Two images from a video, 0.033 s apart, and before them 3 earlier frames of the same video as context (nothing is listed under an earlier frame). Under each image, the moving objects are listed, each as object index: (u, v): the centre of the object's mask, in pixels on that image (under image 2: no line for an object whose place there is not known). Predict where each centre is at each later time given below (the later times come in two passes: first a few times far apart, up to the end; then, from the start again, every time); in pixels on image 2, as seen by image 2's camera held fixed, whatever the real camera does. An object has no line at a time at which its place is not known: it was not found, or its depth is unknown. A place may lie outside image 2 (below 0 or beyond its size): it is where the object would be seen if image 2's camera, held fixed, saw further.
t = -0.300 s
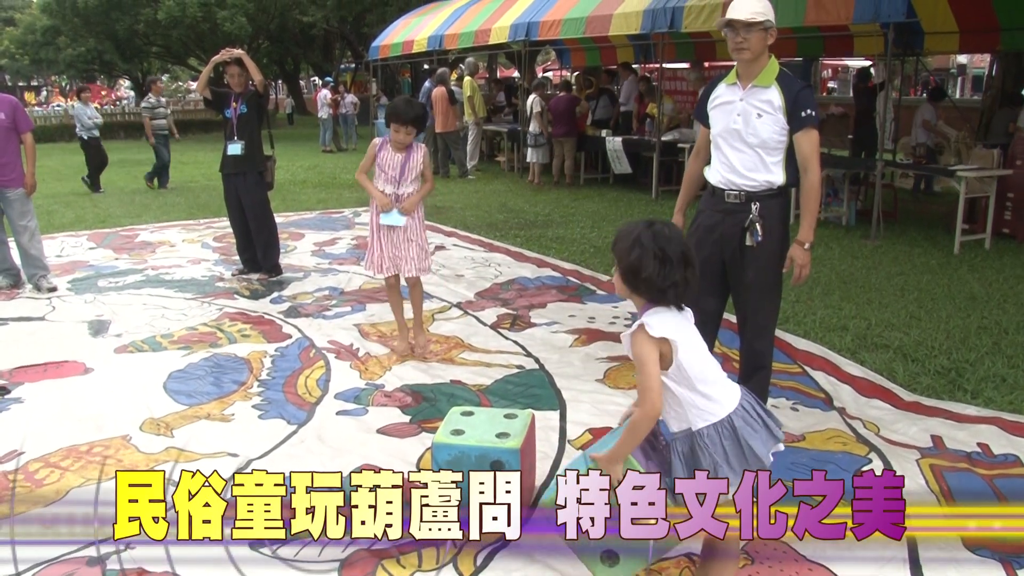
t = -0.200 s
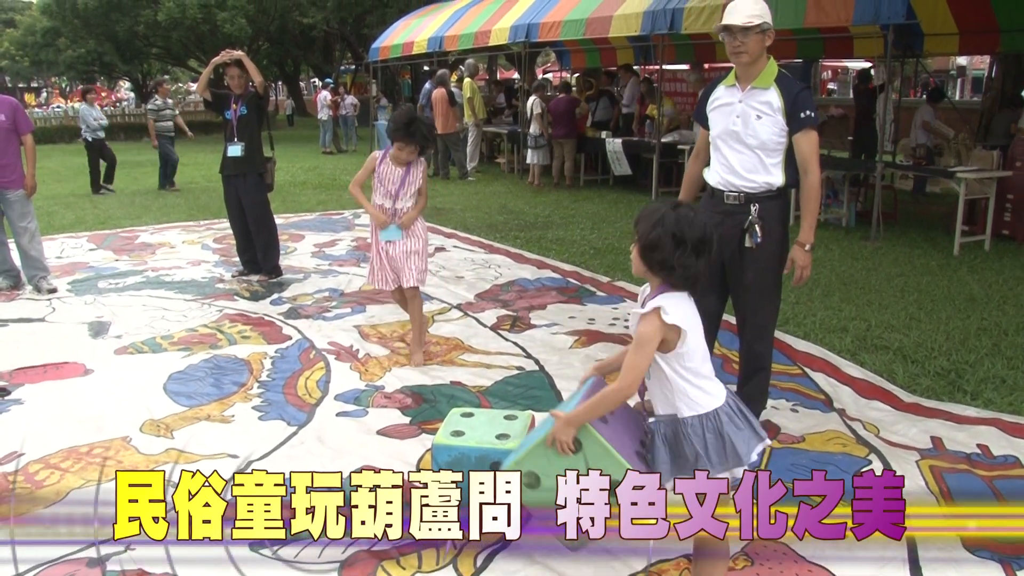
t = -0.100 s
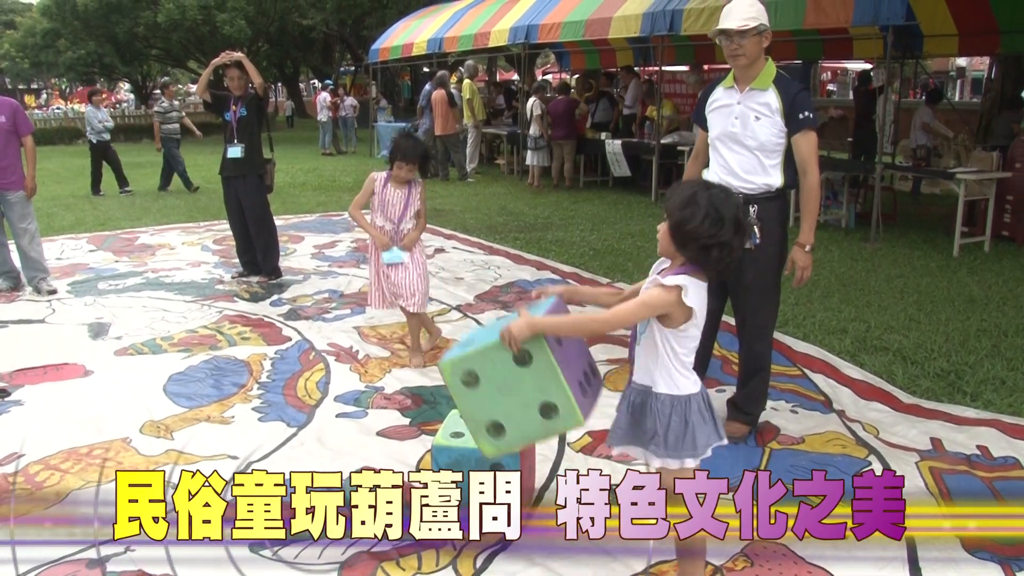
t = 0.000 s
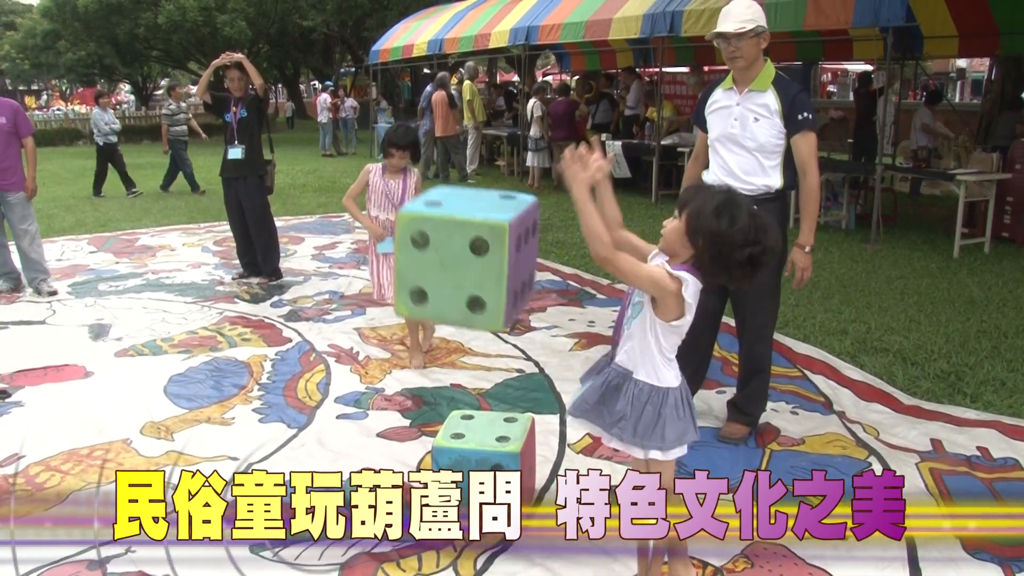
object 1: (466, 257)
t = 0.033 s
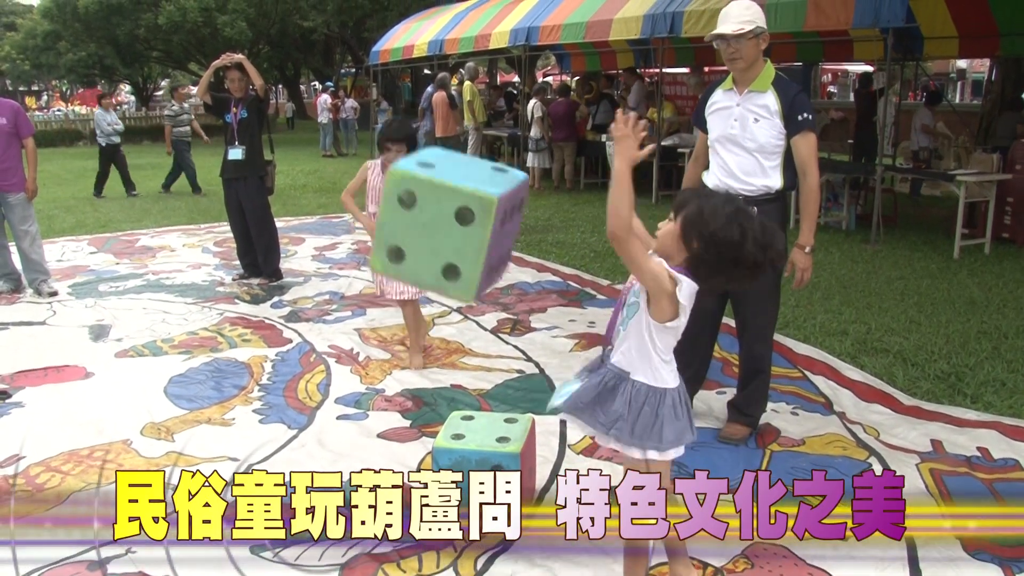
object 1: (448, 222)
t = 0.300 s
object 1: (318, 89)
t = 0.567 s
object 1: (211, 203)
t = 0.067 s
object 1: (431, 191)
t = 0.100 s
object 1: (413, 163)
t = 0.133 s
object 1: (396, 140)
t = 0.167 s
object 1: (380, 121)
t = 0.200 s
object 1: (364, 105)
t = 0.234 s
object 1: (348, 97)
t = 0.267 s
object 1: (333, 92)
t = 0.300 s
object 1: (318, 89)
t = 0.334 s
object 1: (302, 90)
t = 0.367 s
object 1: (287, 94)
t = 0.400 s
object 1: (273, 103)
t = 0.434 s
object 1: (259, 115)
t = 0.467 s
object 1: (246, 131)
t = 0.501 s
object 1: (234, 150)
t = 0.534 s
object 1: (223, 177)
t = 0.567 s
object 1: (211, 203)
